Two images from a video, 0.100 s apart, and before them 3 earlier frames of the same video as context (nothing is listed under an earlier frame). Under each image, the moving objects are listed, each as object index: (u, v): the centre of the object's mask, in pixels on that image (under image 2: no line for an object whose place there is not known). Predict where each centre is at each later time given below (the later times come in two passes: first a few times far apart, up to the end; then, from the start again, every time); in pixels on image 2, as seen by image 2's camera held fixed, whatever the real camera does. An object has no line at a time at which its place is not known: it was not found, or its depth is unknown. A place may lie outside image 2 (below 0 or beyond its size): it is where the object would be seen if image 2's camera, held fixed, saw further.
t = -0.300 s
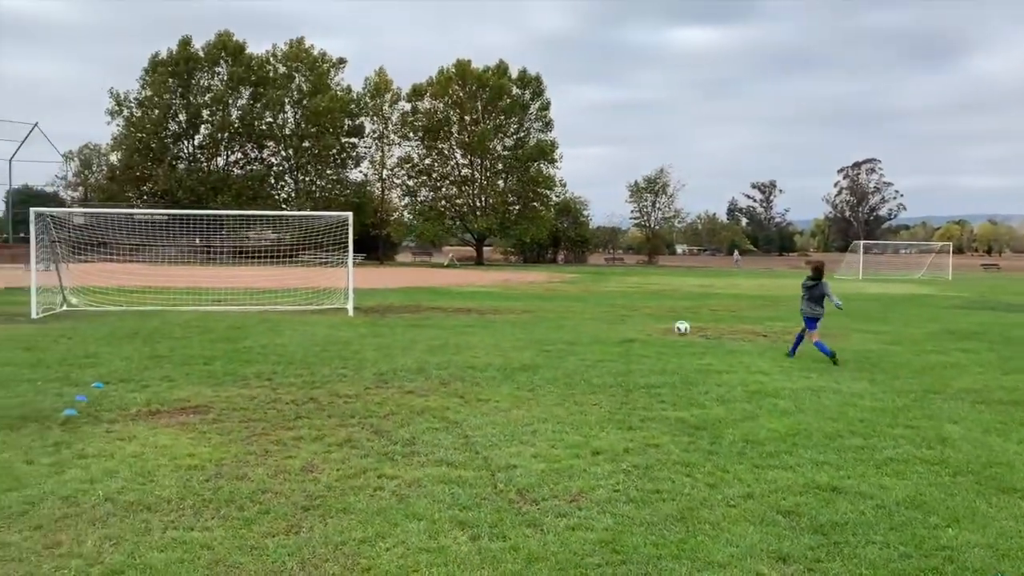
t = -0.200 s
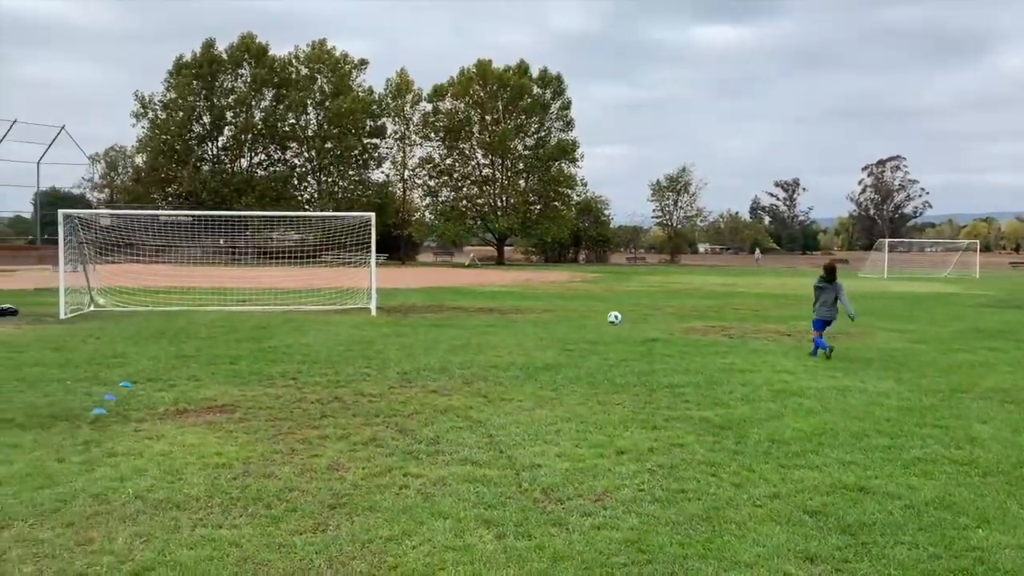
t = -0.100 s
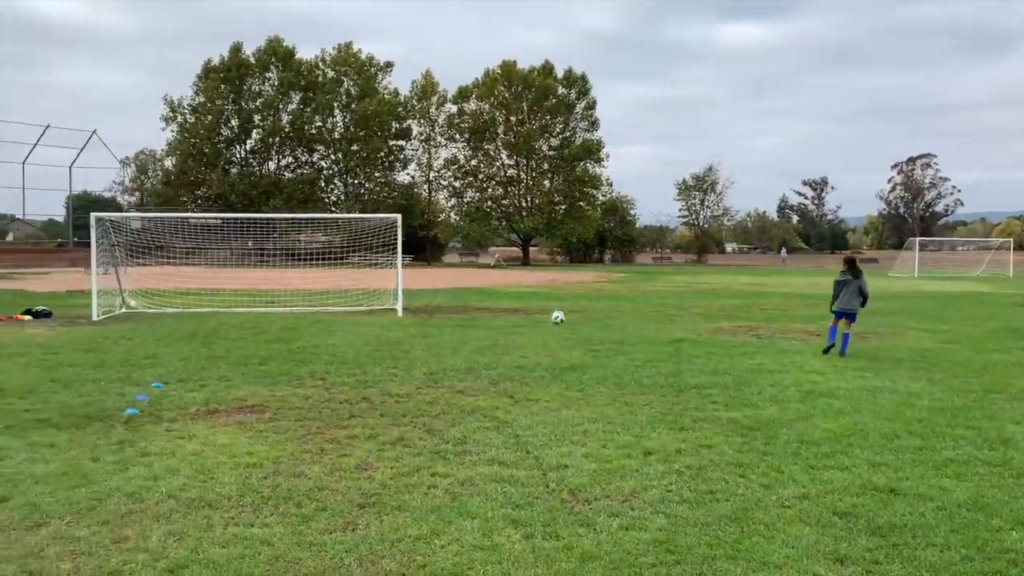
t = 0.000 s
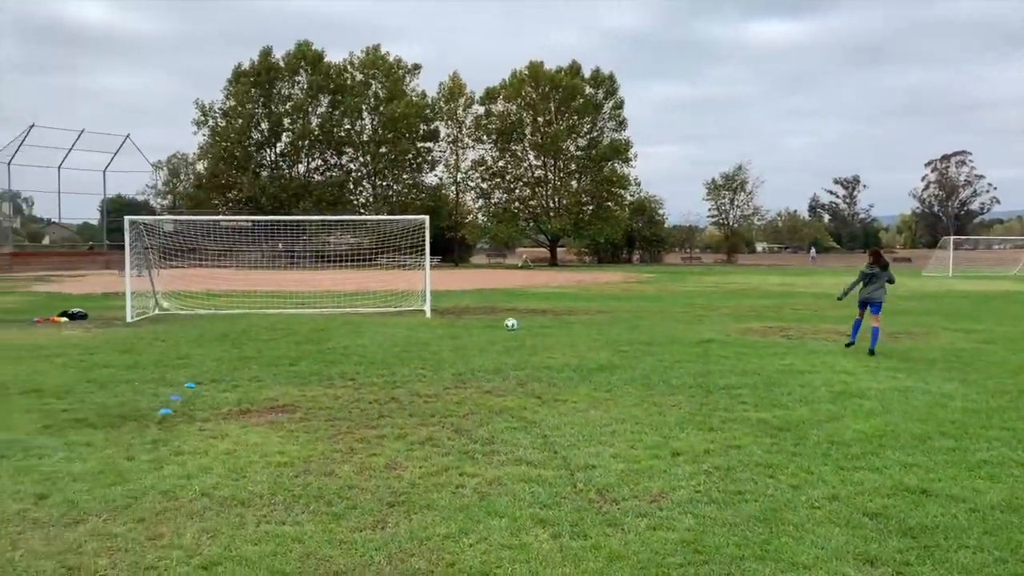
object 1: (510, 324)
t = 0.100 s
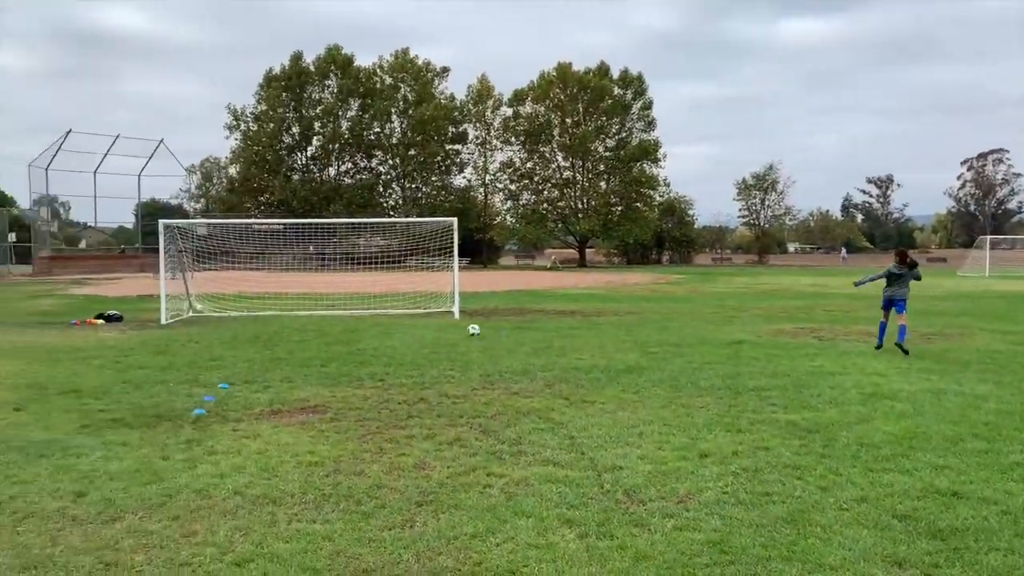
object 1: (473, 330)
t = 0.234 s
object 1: (402, 326)
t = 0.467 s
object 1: (304, 322)
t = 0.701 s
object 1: (235, 318)
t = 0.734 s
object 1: (226, 320)
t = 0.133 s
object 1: (455, 328)
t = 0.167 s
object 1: (437, 327)
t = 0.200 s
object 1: (419, 326)
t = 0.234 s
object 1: (402, 326)
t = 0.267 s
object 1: (385, 326)
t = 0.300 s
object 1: (371, 325)
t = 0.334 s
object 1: (356, 325)
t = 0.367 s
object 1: (342, 324)
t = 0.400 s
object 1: (328, 323)
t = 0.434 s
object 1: (316, 323)
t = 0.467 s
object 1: (304, 322)
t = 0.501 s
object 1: (293, 322)
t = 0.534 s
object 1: (282, 320)
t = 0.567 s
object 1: (272, 320)
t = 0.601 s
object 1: (262, 319)
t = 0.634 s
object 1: (253, 319)
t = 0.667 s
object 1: (244, 319)
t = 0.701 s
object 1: (235, 318)
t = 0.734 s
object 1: (226, 320)
